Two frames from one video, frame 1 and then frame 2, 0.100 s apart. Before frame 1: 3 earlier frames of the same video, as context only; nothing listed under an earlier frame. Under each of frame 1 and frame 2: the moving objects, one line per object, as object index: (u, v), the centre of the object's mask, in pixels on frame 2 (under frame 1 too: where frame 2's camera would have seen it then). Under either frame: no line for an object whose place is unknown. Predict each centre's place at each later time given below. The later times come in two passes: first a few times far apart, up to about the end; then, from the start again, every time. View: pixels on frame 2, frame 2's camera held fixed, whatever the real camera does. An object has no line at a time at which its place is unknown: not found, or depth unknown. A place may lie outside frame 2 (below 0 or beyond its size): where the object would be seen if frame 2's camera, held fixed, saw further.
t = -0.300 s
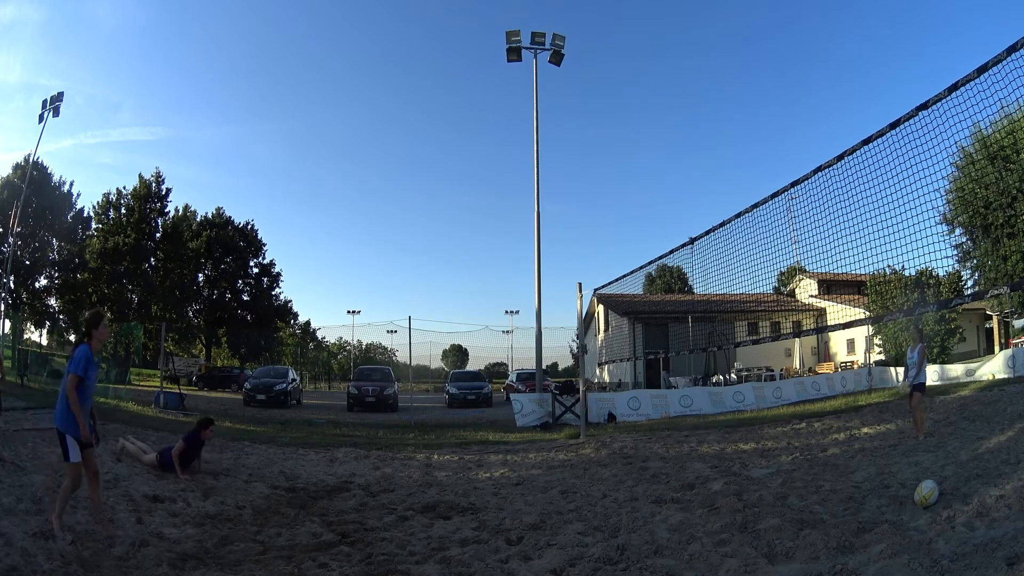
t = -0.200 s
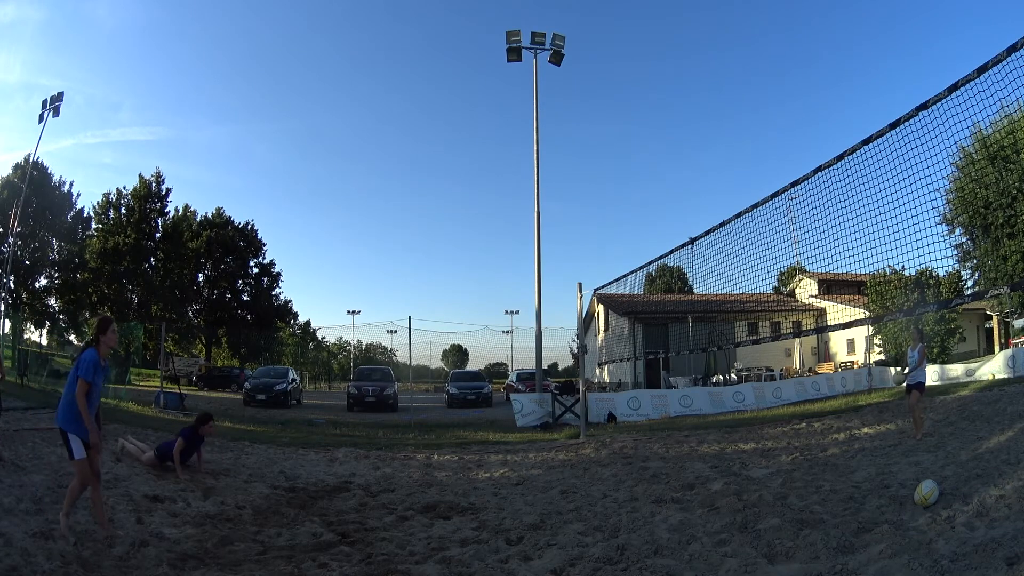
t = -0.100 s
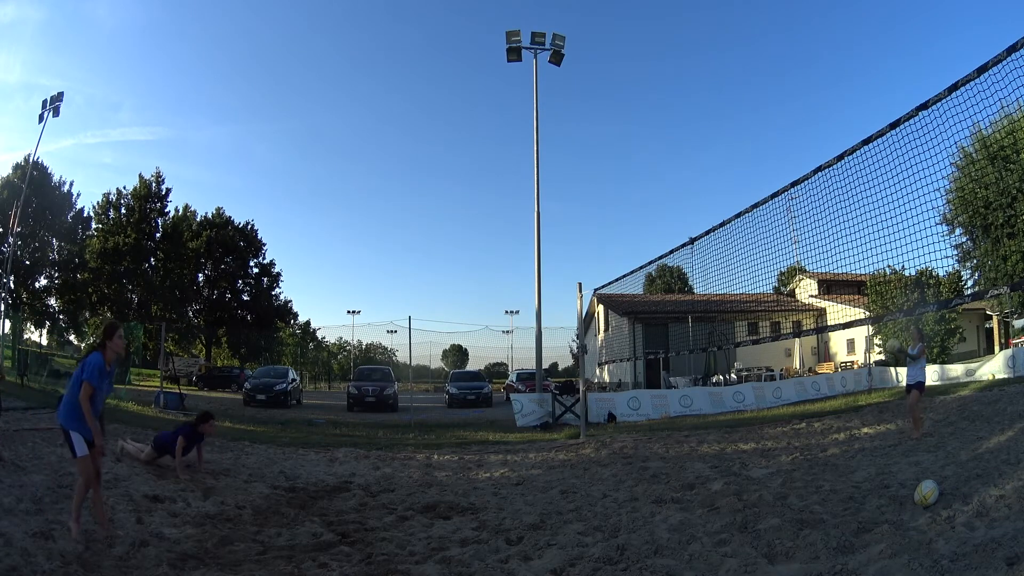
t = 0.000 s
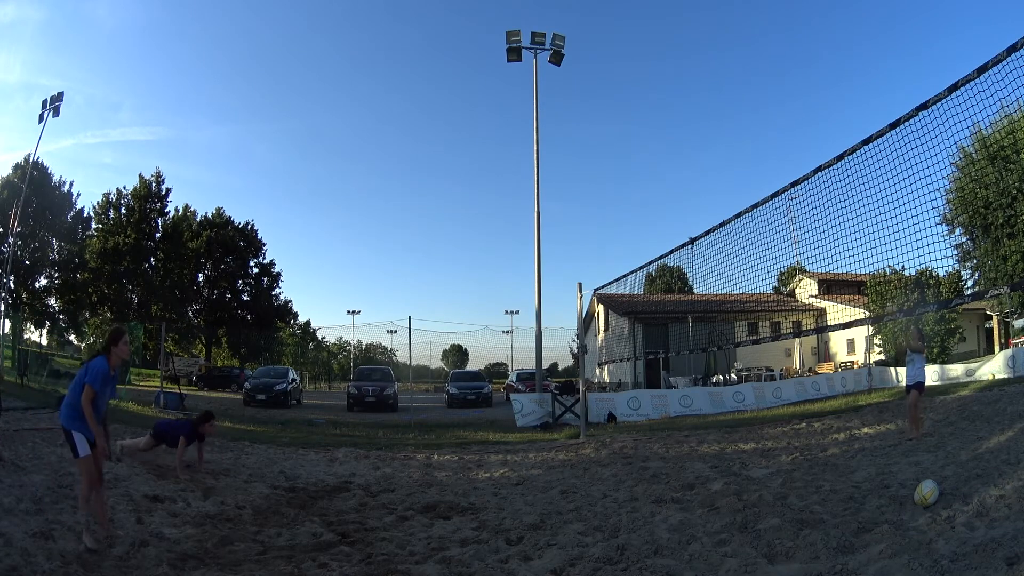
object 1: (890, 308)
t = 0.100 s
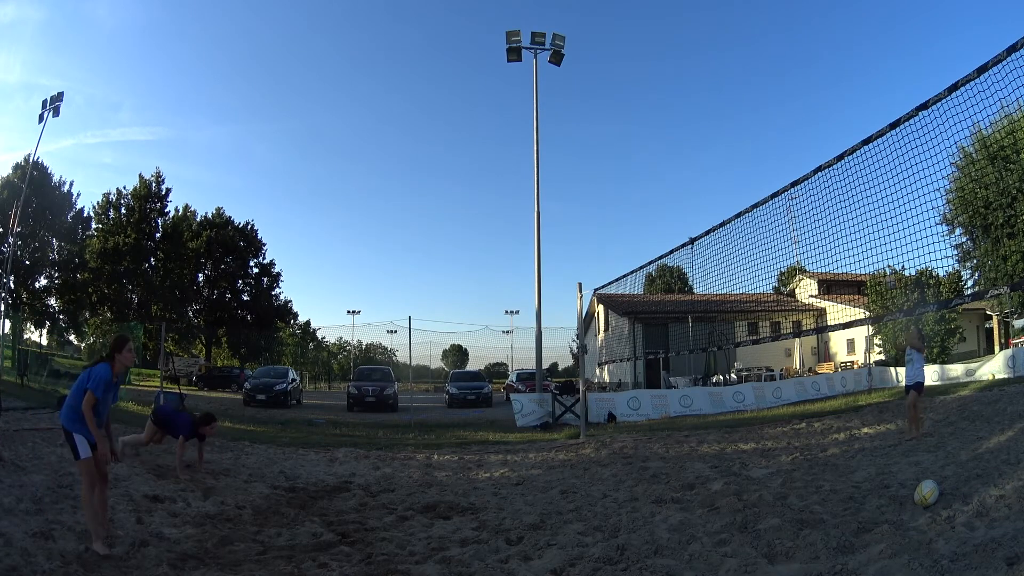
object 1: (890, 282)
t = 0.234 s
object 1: (887, 258)
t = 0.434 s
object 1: (886, 242)
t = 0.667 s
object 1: (891, 256)
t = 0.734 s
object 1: (892, 266)
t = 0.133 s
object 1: (889, 272)
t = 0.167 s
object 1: (888, 268)
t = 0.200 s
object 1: (888, 263)
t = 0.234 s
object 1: (887, 258)
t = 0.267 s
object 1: (887, 253)
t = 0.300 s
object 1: (887, 250)
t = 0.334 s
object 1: (886, 246)
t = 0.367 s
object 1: (886, 244)
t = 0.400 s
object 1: (886, 242)
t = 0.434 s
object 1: (886, 242)
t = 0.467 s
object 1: (886, 242)
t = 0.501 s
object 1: (887, 242)
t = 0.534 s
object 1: (887, 243)
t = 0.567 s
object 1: (888, 245)
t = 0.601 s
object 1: (889, 248)
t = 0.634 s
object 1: (889, 252)
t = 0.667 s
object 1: (891, 256)
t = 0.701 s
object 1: (891, 261)
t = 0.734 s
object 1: (892, 266)
